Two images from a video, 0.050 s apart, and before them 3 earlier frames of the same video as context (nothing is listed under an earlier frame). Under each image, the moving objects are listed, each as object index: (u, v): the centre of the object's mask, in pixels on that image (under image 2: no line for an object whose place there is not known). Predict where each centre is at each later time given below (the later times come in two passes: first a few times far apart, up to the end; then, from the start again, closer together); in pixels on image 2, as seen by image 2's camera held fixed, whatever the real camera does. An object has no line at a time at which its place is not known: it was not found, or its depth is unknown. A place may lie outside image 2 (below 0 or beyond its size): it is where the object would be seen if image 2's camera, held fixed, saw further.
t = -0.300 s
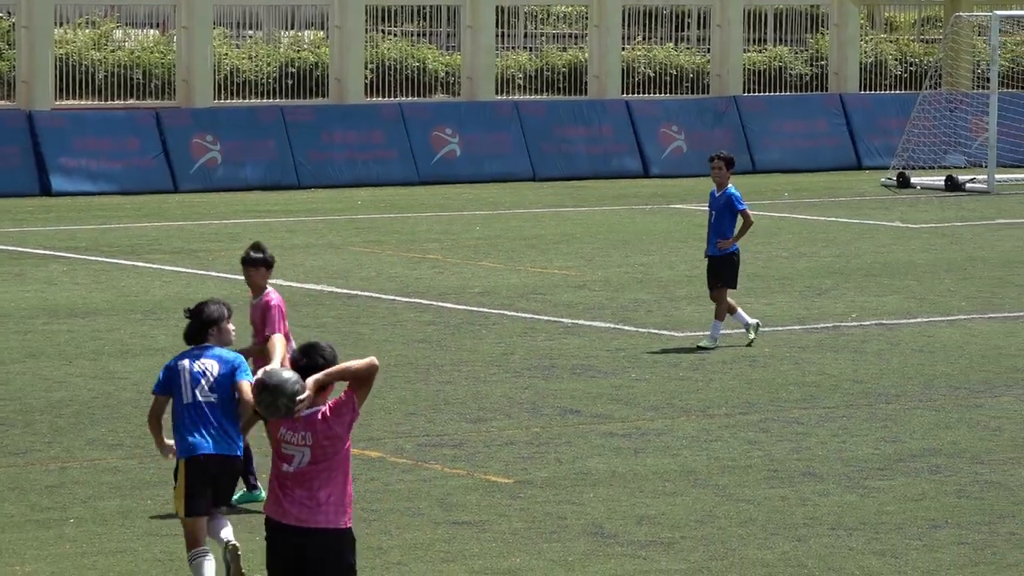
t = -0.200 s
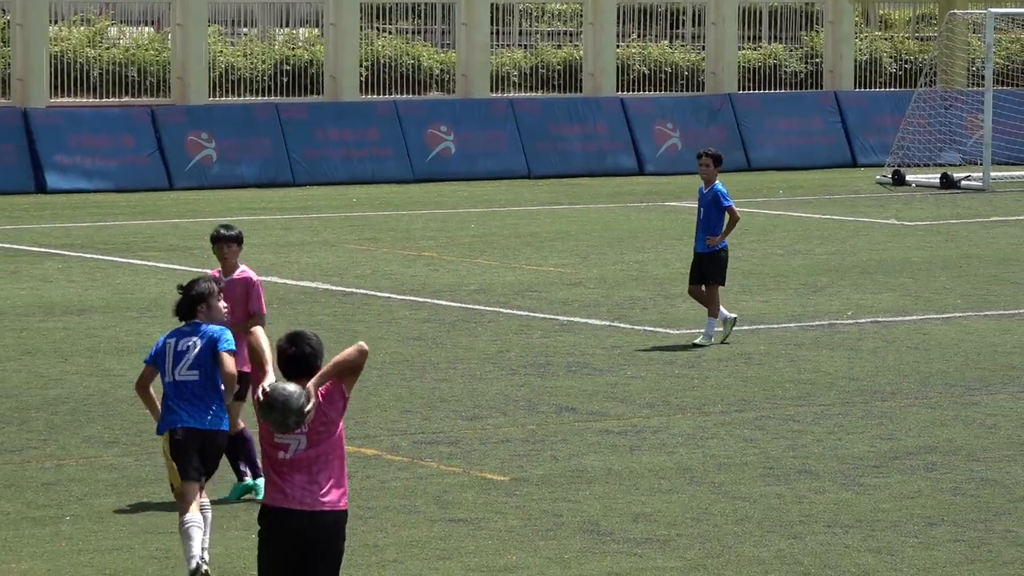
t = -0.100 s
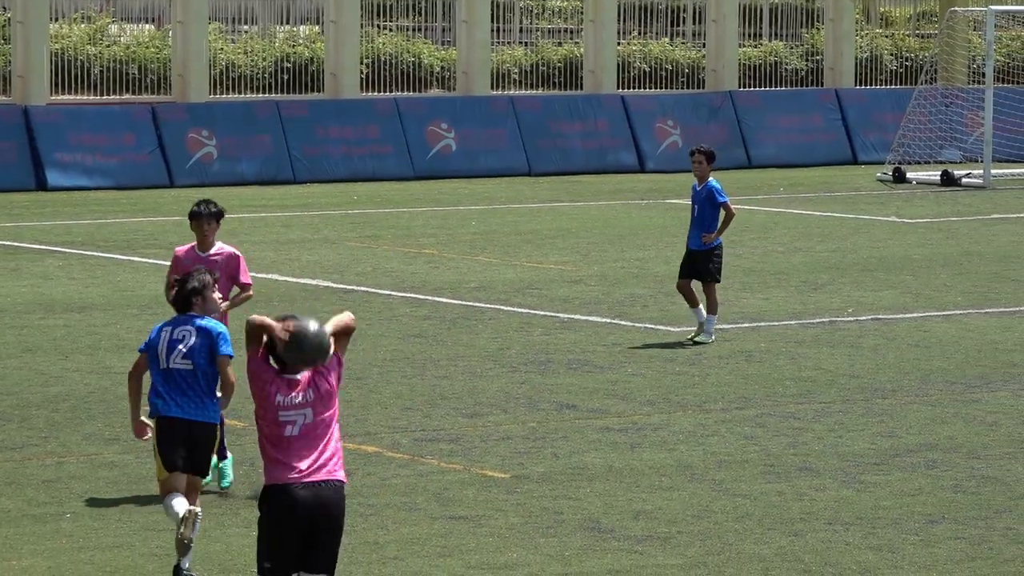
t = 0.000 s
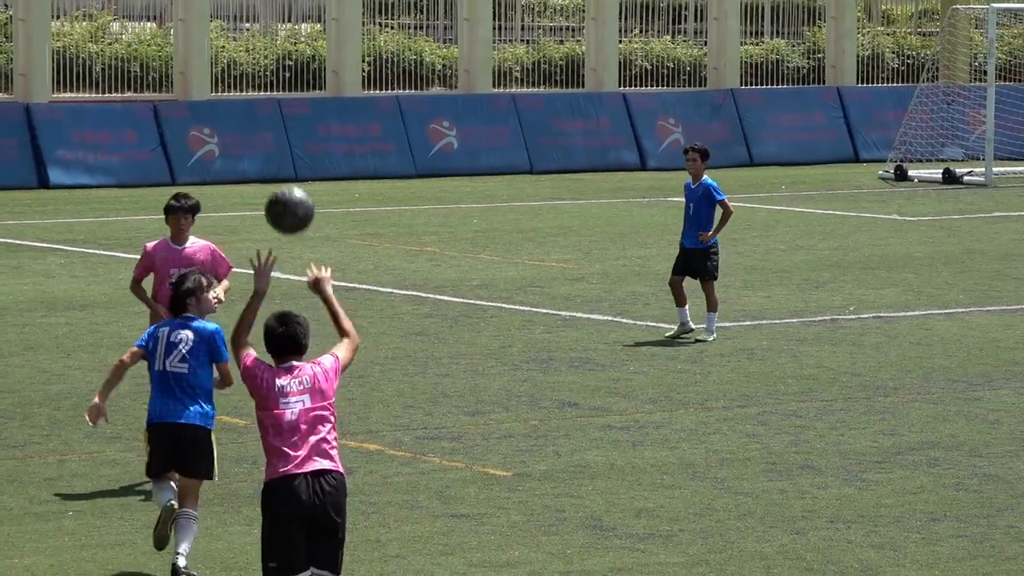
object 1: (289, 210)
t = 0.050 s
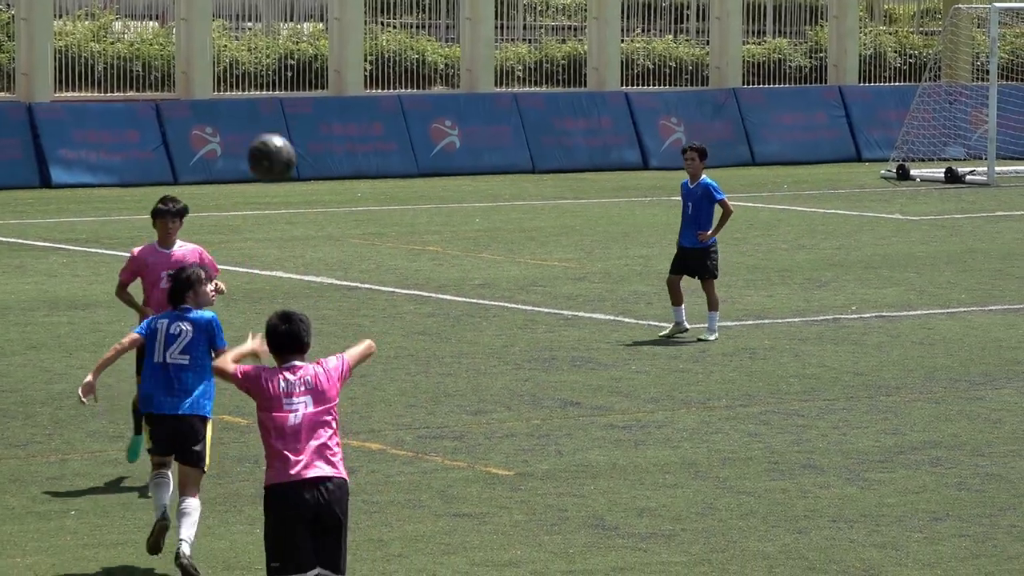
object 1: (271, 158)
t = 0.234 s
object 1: (202, 32)
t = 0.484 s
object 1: (118, 2)
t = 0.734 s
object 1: (53, 55)
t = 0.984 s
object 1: (-2, 209)
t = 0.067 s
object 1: (265, 142)
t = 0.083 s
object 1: (258, 127)
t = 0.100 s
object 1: (252, 115)
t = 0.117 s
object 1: (245, 102)
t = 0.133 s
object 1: (239, 90)
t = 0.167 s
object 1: (227, 68)
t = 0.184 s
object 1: (219, 58)
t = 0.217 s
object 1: (208, 40)
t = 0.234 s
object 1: (202, 32)
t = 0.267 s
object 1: (190, 19)
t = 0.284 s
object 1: (184, 15)
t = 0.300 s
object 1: (178, 12)
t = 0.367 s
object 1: (155, 4)
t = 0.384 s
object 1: (149, 3)
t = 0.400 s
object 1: (144, 2)
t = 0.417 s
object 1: (138, 2)
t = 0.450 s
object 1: (128, 1)
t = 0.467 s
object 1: (124, 1)
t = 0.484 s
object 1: (118, 2)
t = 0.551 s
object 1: (100, 5)
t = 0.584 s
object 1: (91, 8)
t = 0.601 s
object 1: (87, 10)
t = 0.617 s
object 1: (82, 12)
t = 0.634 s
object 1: (77, 17)
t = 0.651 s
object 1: (74, 22)
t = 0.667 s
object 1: (69, 28)
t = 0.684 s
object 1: (66, 34)
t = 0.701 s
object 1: (61, 41)
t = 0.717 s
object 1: (57, 47)
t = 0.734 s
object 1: (53, 55)
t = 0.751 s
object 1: (48, 63)
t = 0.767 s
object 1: (45, 71)
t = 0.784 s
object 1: (42, 79)
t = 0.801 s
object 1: (37, 87)
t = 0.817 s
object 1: (33, 97)
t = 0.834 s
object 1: (29, 106)
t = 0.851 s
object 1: (26, 116)
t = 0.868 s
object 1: (23, 126)
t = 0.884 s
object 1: (19, 137)
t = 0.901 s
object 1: (16, 148)
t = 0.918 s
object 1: (12, 159)
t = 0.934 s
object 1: (9, 171)
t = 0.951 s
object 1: (5, 183)
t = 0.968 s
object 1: (2, 196)
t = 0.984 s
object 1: (-2, 209)
